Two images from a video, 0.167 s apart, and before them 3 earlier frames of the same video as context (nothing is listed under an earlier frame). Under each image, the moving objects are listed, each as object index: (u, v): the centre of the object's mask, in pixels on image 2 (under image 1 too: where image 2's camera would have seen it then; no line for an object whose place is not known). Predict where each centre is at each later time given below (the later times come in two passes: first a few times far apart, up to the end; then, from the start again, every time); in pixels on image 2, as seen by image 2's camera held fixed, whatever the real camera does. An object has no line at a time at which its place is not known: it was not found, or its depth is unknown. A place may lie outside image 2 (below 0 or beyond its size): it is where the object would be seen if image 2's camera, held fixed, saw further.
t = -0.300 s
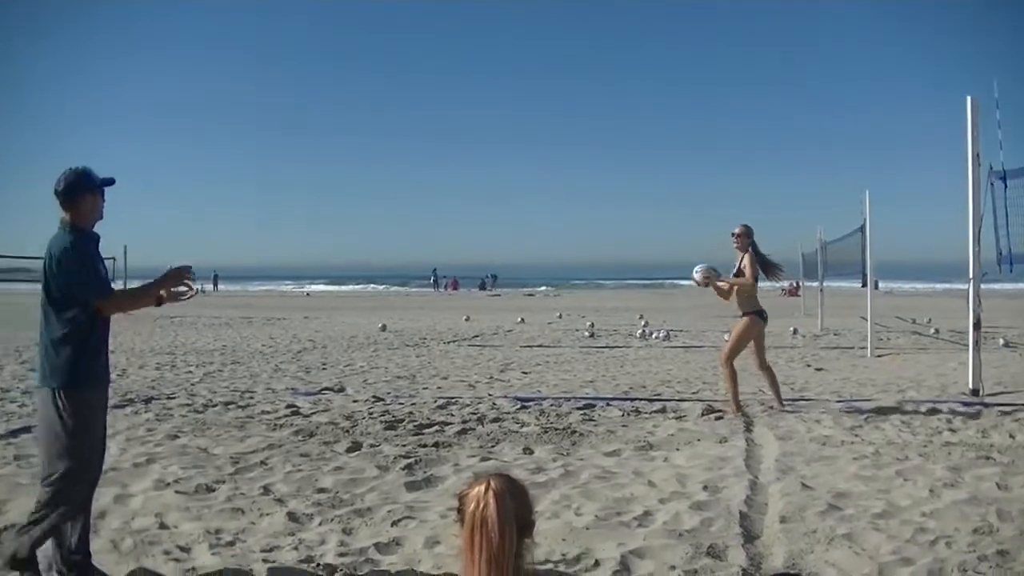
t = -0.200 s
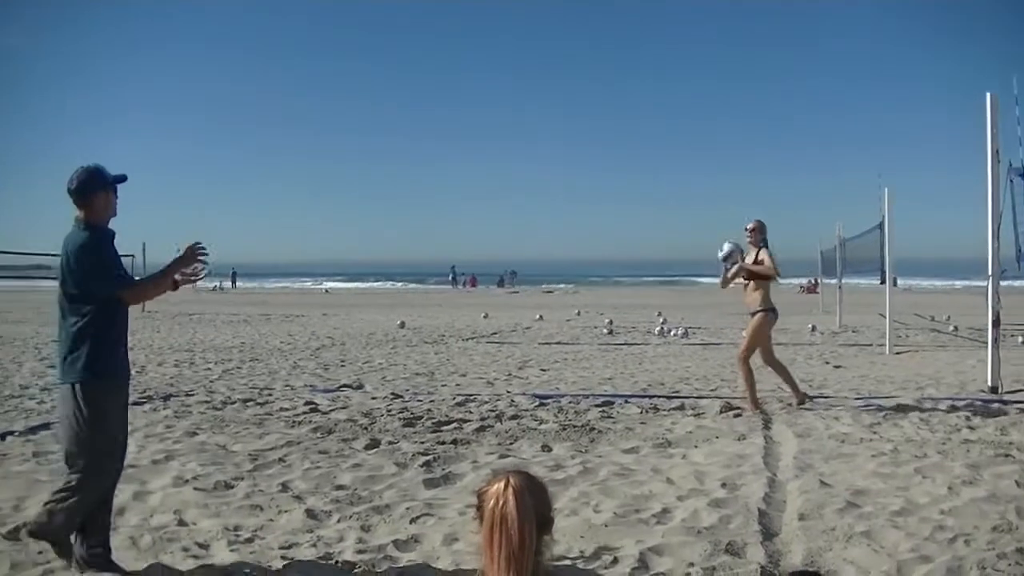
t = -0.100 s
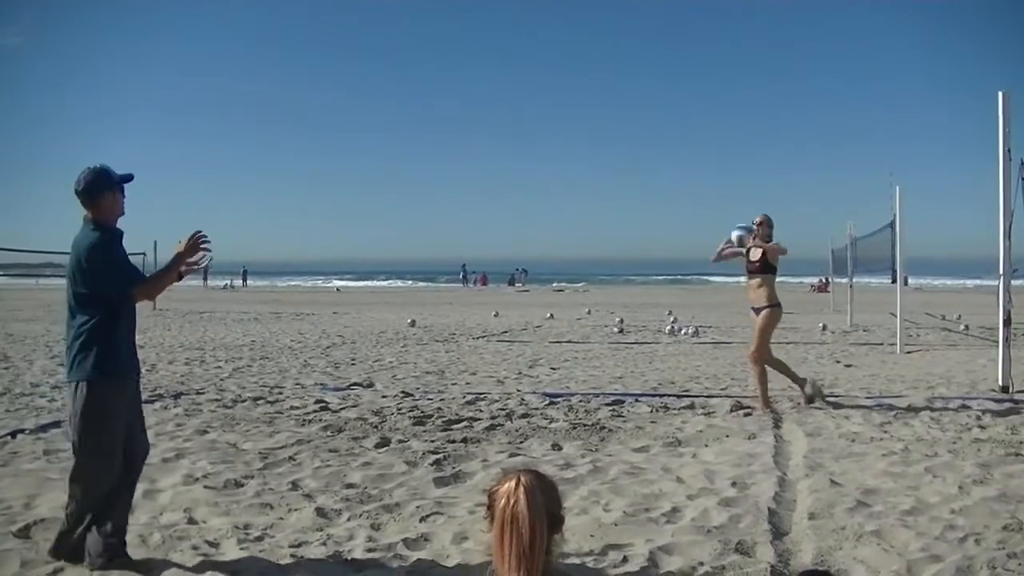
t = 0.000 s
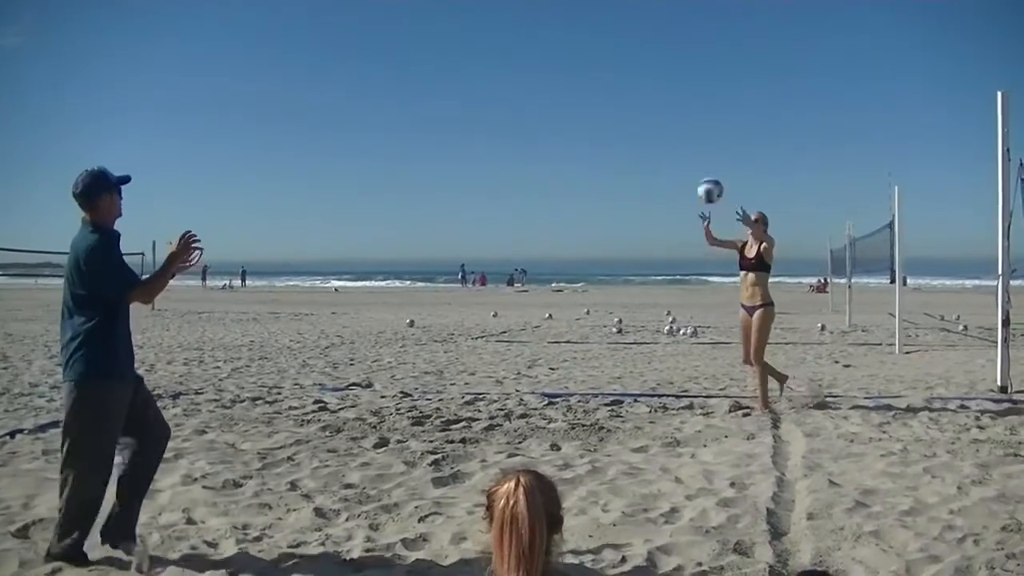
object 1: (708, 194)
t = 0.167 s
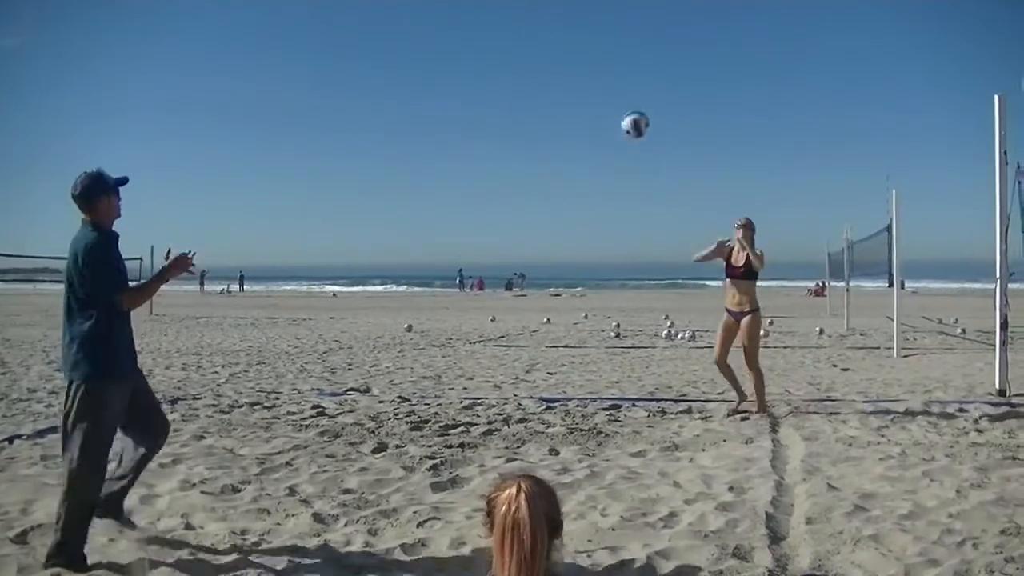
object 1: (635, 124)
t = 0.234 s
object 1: (601, 104)
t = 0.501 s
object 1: (445, 73)
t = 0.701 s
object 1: (294, 124)
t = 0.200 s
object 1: (619, 113)
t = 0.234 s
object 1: (601, 104)
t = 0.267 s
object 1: (584, 96)
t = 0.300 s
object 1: (566, 89)
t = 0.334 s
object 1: (548, 83)
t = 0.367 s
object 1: (529, 77)
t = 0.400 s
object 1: (509, 74)
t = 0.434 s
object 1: (488, 72)
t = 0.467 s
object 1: (467, 72)
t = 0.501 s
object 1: (445, 73)
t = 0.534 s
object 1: (422, 77)
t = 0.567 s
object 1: (399, 81)
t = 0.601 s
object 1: (374, 89)
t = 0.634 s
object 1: (348, 98)
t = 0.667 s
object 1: (321, 110)
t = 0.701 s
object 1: (294, 124)
